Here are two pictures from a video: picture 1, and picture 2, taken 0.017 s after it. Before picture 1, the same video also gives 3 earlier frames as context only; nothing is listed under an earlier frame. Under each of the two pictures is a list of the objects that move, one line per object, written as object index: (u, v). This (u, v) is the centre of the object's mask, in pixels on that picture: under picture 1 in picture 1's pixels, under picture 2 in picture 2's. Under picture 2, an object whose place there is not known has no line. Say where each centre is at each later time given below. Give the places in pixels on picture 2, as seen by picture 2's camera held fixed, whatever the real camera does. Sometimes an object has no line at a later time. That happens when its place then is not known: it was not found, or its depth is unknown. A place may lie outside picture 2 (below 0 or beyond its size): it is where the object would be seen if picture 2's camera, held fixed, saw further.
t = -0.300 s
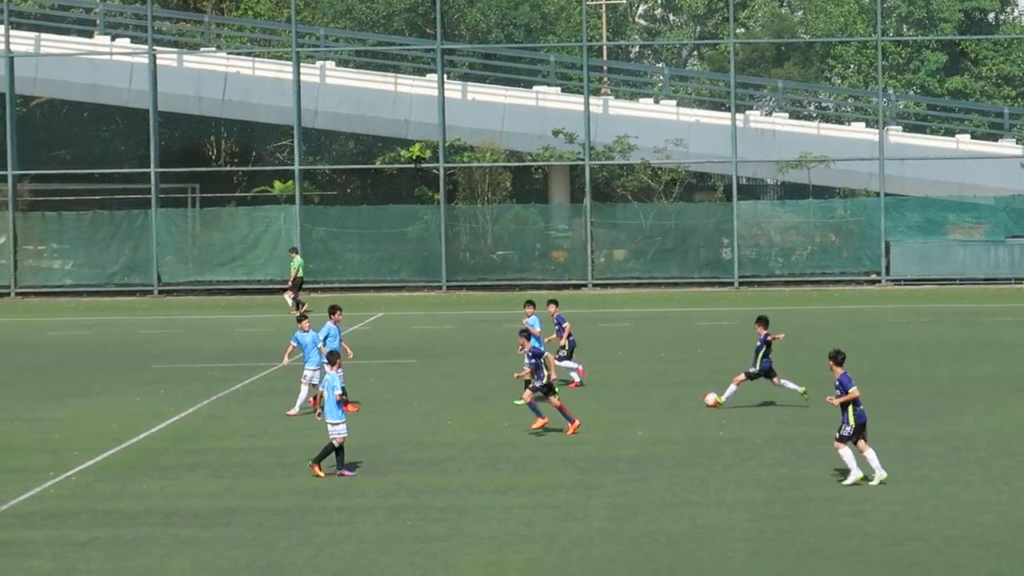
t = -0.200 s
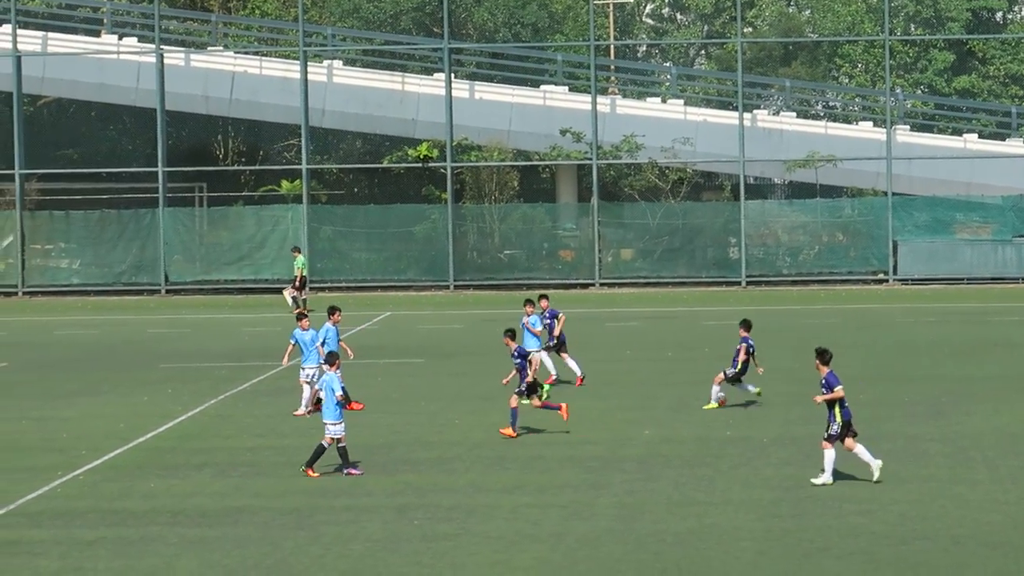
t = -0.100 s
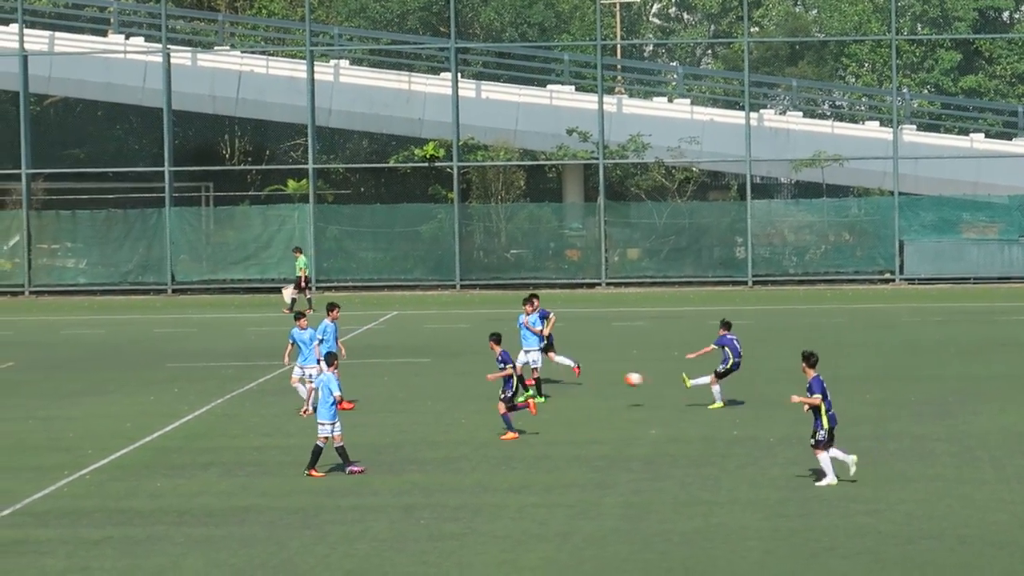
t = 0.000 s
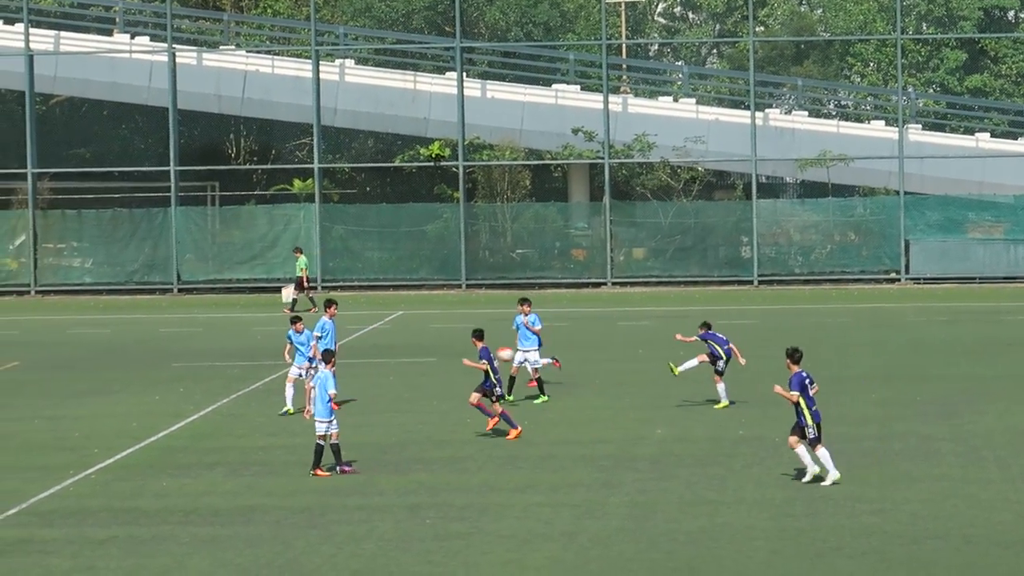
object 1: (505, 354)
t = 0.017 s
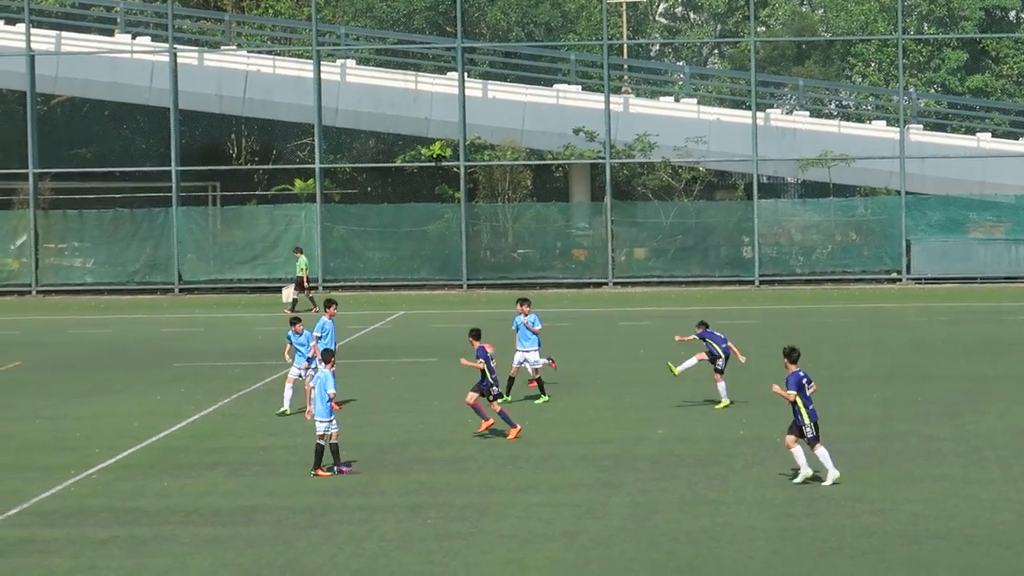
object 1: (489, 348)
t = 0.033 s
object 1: (461, 346)
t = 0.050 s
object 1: (441, 343)
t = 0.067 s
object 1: (420, 340)
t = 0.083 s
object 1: (399, 336)
